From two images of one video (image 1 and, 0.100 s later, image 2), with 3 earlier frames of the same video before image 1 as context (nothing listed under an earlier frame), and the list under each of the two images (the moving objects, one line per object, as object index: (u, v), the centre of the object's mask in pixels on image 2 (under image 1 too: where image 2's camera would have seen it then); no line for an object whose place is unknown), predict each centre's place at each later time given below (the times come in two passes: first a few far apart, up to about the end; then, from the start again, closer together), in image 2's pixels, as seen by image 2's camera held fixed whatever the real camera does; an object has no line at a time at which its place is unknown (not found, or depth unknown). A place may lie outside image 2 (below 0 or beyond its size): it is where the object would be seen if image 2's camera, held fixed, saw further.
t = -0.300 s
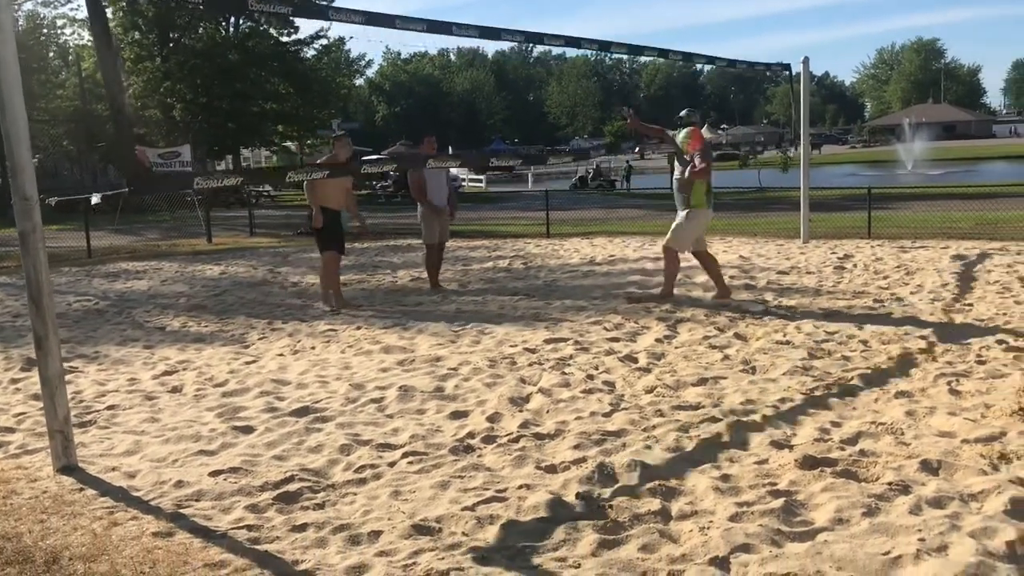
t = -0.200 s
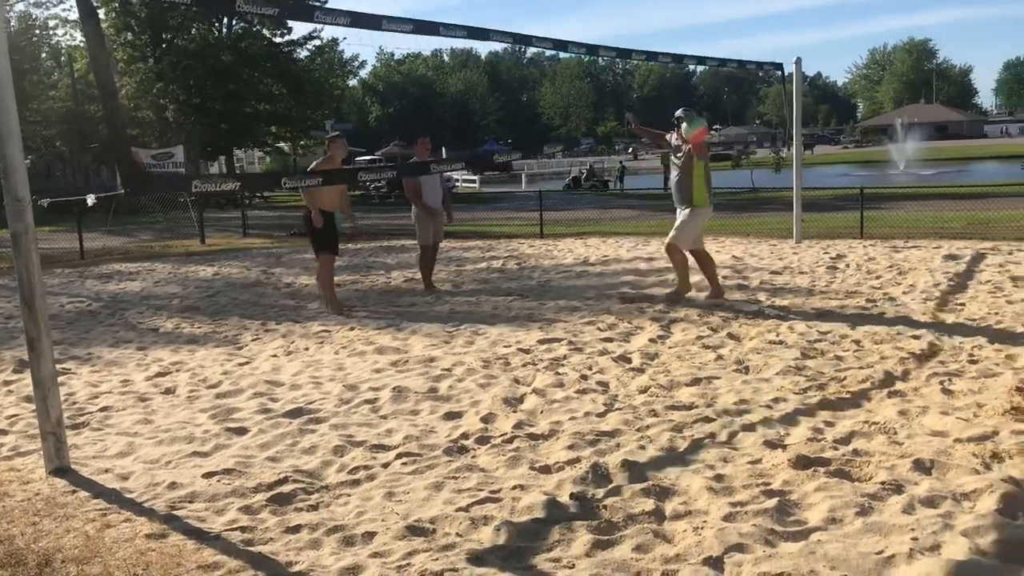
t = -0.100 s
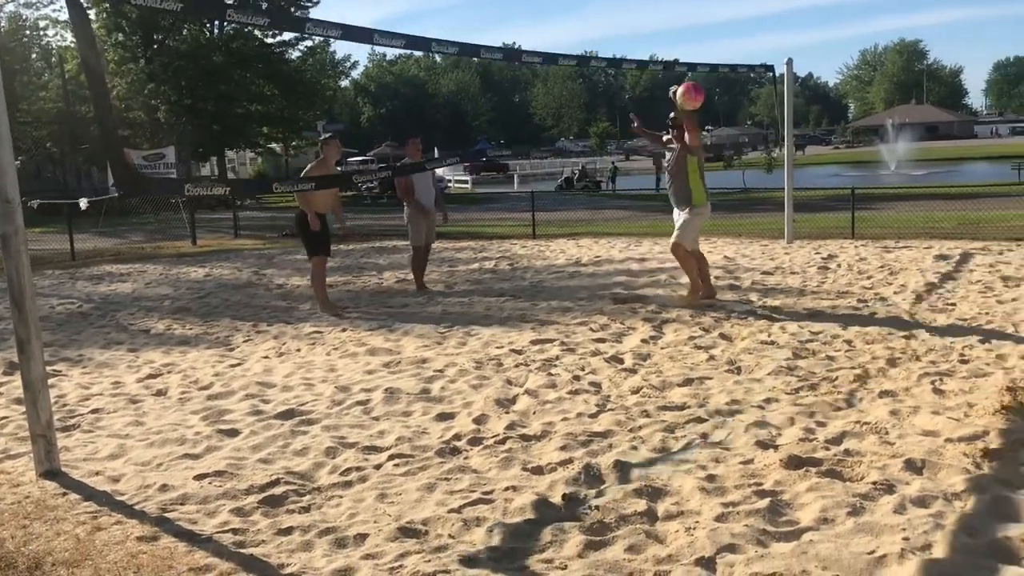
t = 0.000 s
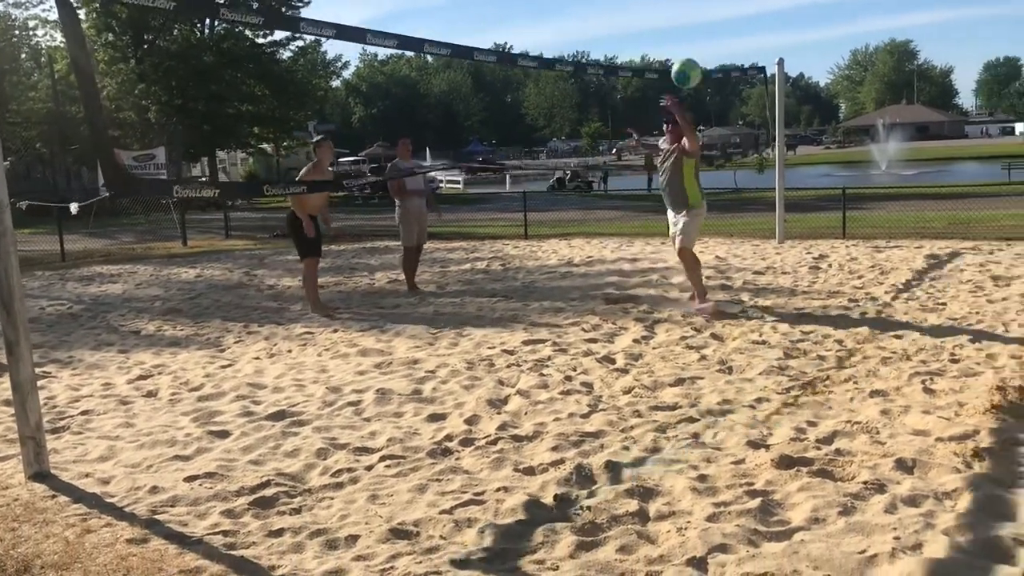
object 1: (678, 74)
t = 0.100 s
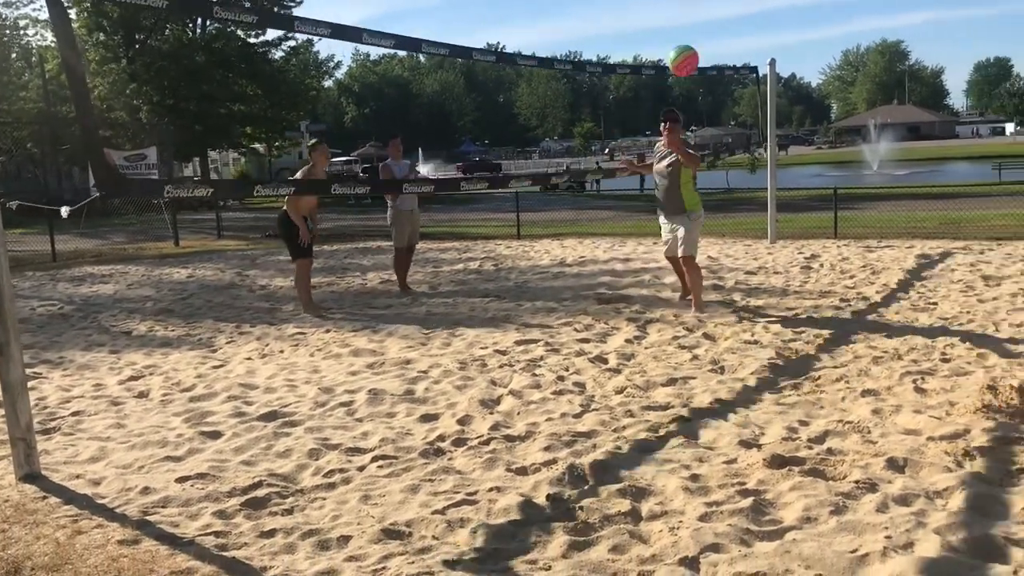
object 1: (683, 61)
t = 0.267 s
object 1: (693, 75)
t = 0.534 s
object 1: (715, 211)
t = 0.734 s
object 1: (737, 429)
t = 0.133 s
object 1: (685, 61)
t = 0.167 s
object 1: (687, 62)
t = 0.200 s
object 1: (688, 64)
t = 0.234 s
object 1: (691, 68)
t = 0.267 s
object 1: (693, 75)
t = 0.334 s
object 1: (698, 95)
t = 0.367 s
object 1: (700, 107)
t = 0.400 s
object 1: (704, 123)
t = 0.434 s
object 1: (706, 142)
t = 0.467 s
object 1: (709, 163)
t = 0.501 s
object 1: (711, 187)
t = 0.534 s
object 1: (715, 211)
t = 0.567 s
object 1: (718, 241)
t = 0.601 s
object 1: (722, 273)
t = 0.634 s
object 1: (725, 310)
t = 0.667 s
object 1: (729, 347)
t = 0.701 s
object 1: (732, 390)
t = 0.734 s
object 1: (737, 429)
